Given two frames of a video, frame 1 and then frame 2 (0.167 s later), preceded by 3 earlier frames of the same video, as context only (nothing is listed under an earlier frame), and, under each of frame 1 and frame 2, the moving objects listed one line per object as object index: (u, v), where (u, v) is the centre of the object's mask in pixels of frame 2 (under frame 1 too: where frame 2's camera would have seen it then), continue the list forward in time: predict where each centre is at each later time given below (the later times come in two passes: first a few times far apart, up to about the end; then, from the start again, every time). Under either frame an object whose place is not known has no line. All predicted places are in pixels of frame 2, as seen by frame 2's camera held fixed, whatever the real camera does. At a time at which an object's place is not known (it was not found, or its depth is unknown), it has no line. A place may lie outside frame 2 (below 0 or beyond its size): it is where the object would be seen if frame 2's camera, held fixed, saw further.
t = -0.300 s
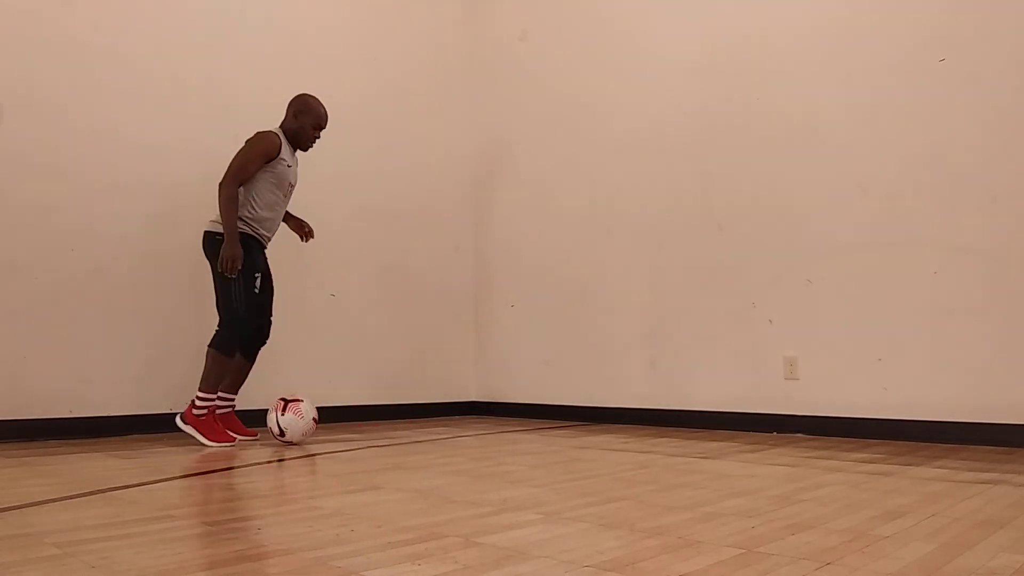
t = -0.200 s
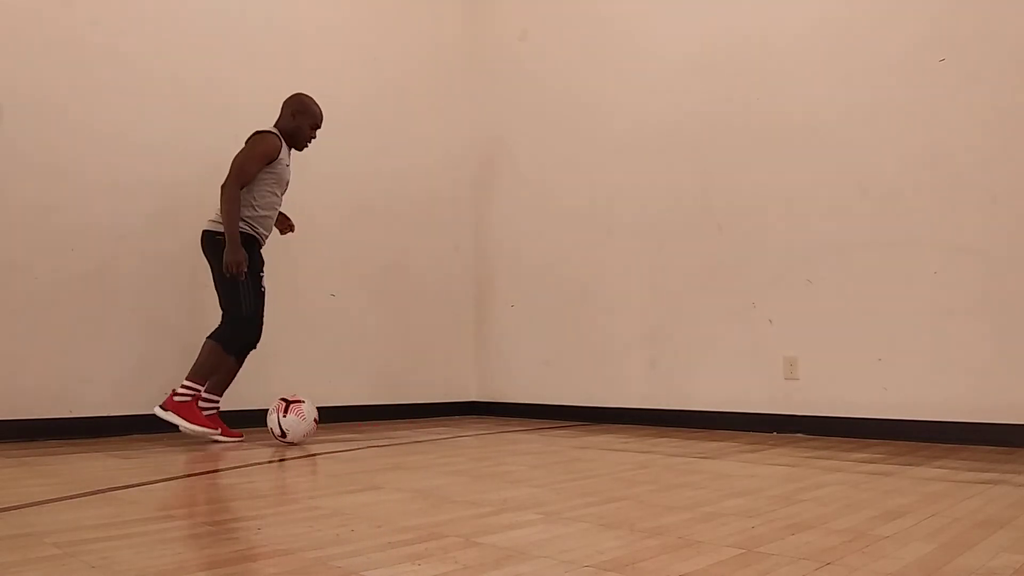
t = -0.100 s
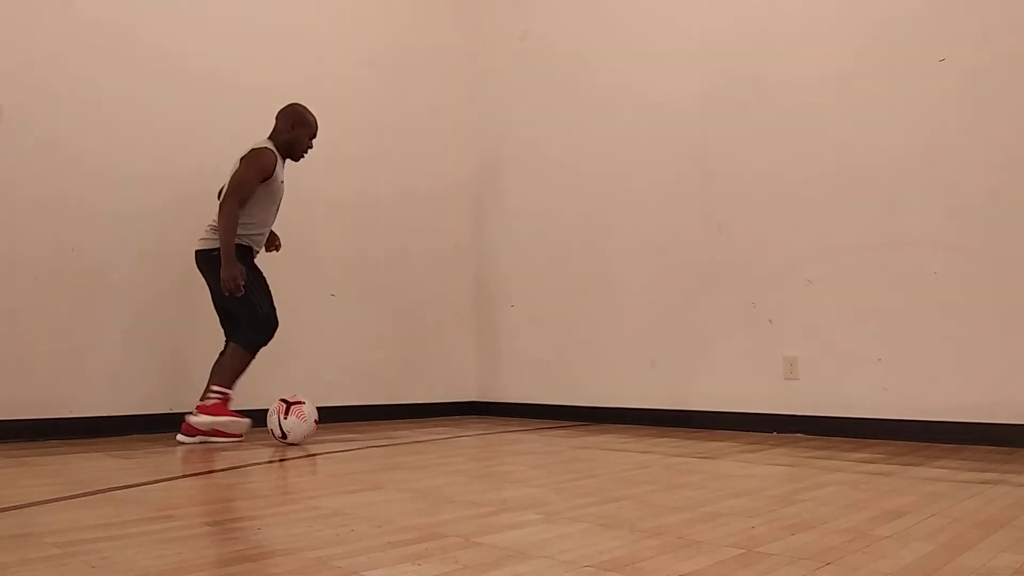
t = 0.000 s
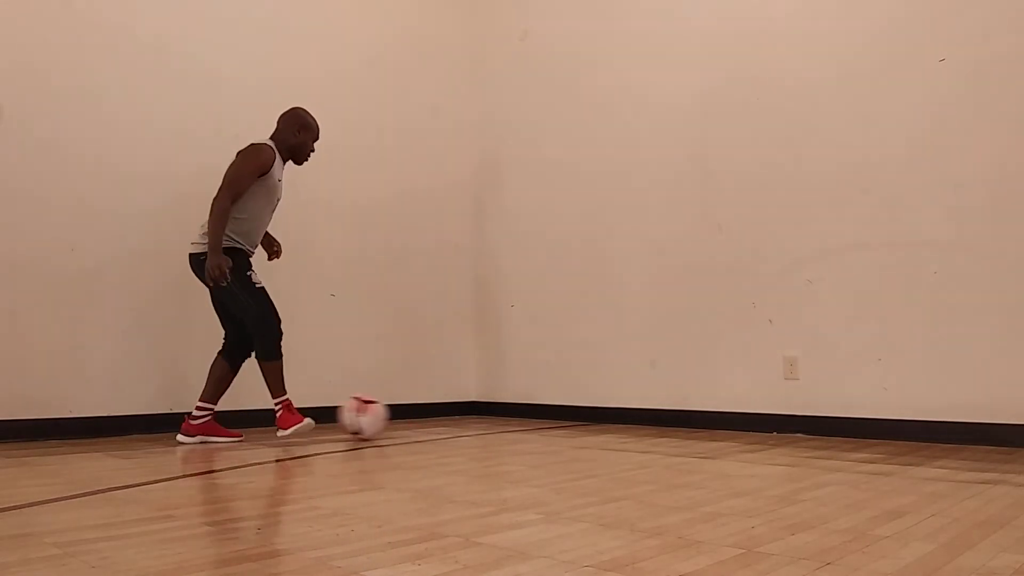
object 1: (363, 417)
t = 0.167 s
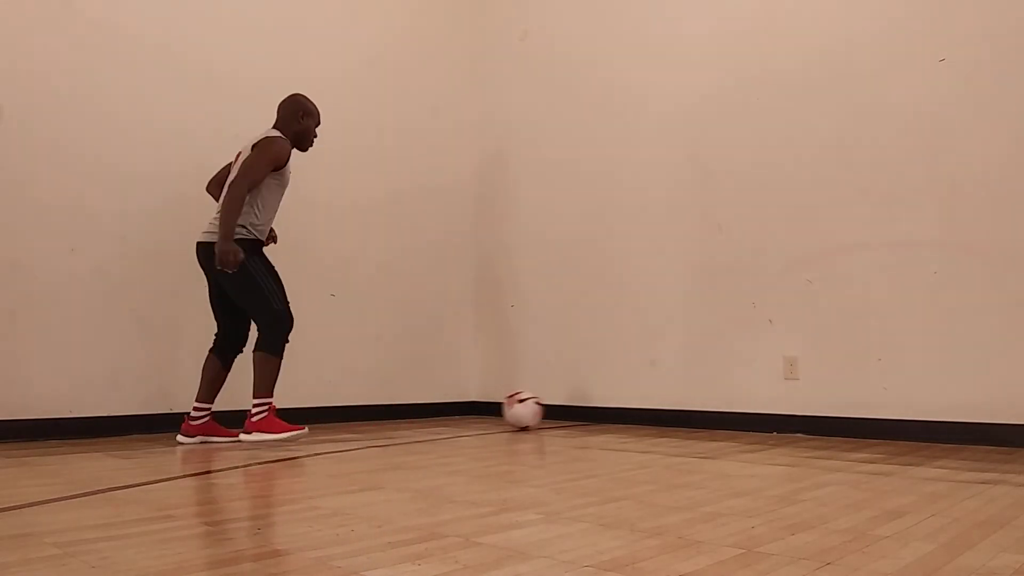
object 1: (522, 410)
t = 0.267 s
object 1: (590, 407)
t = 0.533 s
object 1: (508, 411)
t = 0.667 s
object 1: (457, 419)
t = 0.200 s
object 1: (547, 409)
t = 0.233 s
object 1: (569, 407)
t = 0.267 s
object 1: (590, 407)
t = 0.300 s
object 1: (600, 404)
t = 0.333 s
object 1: (588, 401)
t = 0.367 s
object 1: (575, 399)
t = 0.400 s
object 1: (562, 401)
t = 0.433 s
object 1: (549, 402)
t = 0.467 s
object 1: (535, 406)
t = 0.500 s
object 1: (520, 413)
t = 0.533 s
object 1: (508, 411)
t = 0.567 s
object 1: (496, 410)
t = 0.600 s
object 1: (484, 411)
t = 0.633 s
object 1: (471, 413)
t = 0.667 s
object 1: (457, 419)
